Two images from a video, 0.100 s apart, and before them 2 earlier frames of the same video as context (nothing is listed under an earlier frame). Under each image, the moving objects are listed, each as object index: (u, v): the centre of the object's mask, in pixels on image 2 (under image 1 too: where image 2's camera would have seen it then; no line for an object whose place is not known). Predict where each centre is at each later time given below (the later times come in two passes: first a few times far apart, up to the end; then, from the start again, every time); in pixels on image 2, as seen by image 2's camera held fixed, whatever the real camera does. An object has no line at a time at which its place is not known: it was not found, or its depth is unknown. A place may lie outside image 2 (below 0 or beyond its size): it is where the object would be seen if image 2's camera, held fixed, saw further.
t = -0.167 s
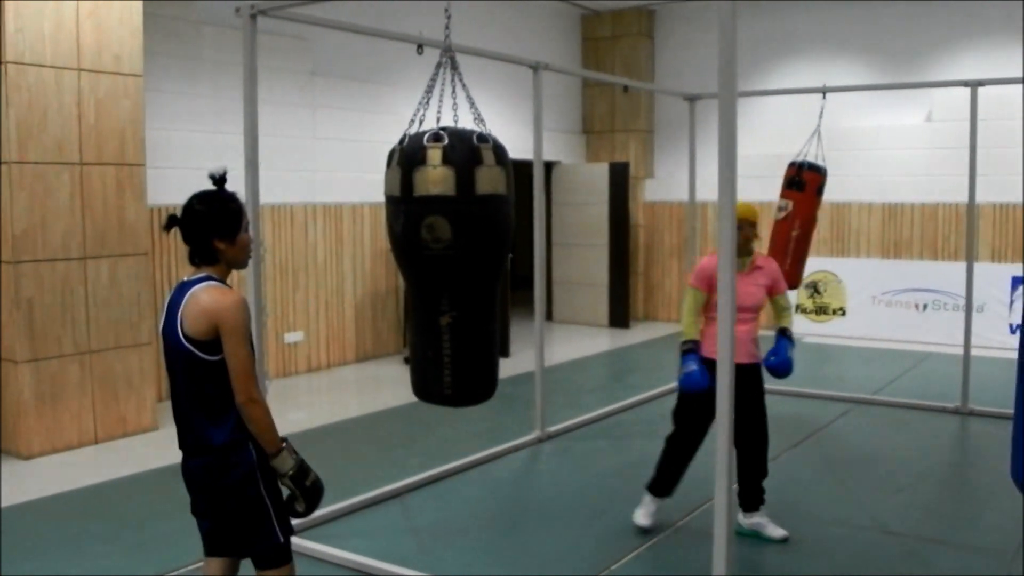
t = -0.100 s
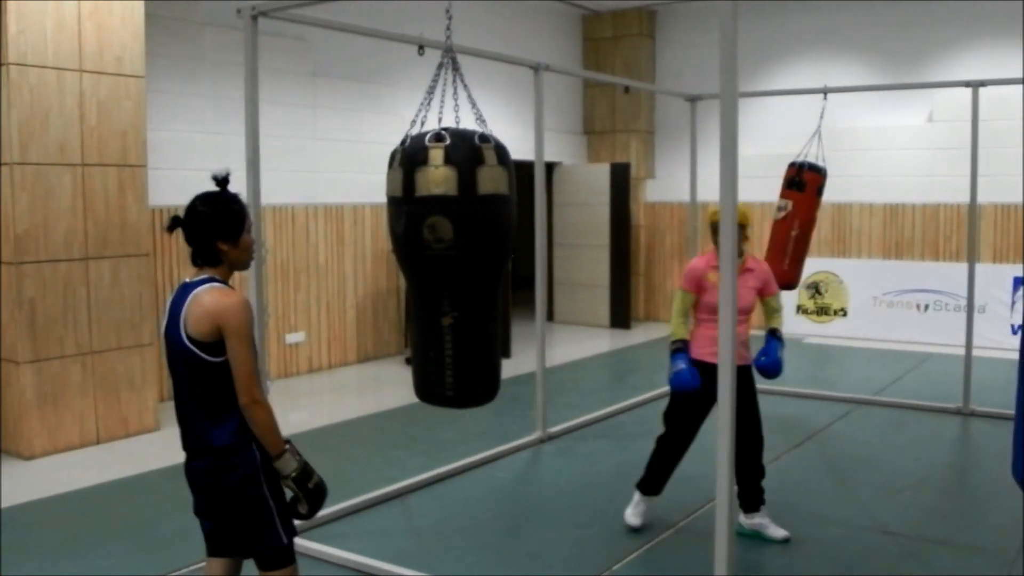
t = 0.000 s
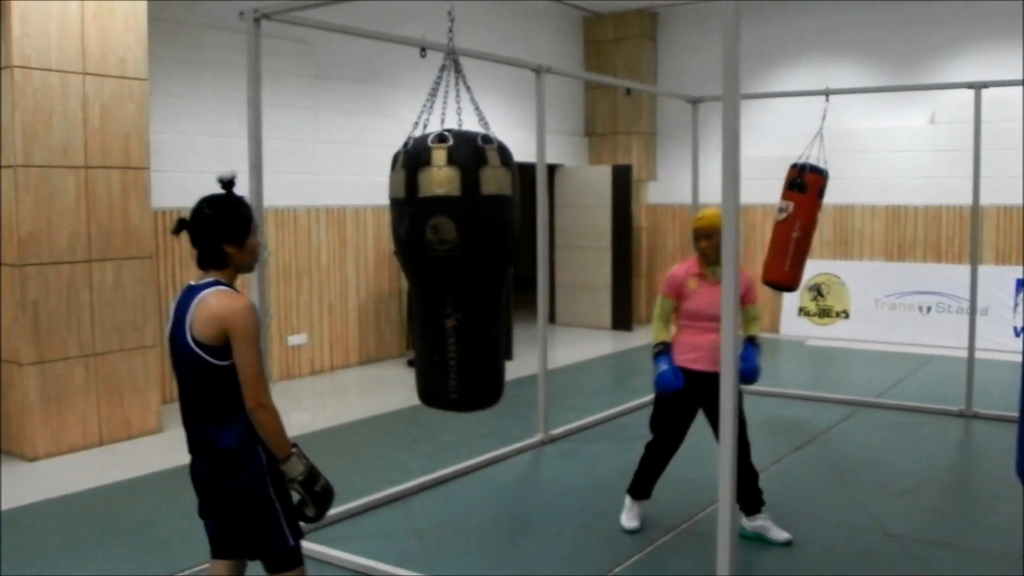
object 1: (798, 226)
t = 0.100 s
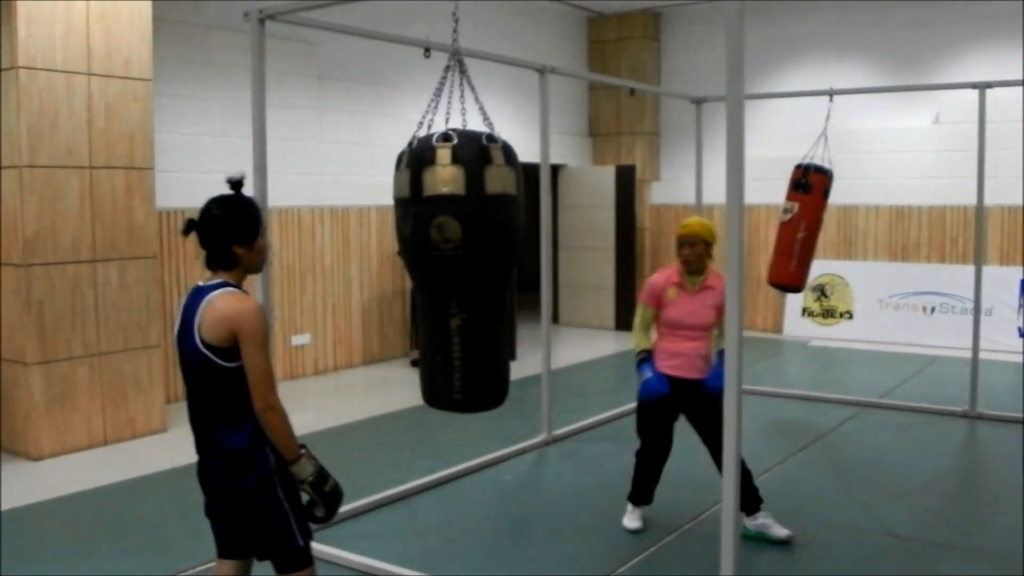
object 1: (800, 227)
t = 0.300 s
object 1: (810, 229)
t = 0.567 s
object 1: (832, 230)
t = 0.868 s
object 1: (853, 228)
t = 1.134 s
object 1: (856, 227)
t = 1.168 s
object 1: (855, 227)
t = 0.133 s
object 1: (801, 227)
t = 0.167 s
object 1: (802, 227)
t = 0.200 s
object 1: (804, 228)
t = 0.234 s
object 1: (806, 228)
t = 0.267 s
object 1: (808, 229)
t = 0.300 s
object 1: (810, 229)
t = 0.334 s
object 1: (812, 230)
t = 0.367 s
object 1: (815, 229)
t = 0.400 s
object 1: (818, 230)
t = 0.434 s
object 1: (820, 230)
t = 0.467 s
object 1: (824, 231)
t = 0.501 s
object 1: (826, 230)
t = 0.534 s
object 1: (829, 230)
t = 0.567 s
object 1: (832, 230)
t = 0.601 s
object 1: (835, 231)
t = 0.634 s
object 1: (838, 230)
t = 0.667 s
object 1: (841, 230)
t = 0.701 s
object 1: (844, 230)
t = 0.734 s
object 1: (846, 229)
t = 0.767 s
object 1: (848, 229)
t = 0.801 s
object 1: (850, 229)
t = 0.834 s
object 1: (852, 229)
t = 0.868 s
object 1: (853, 228)
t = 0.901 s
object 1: (854, 228)
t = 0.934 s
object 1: (855, 227)
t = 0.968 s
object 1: (856, 227)
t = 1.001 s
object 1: (857, 227)
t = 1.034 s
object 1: (857, 227)
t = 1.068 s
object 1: (857, 227)
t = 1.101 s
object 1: (857, 227)
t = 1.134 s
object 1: (856, 227)
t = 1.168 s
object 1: (855, 227)
